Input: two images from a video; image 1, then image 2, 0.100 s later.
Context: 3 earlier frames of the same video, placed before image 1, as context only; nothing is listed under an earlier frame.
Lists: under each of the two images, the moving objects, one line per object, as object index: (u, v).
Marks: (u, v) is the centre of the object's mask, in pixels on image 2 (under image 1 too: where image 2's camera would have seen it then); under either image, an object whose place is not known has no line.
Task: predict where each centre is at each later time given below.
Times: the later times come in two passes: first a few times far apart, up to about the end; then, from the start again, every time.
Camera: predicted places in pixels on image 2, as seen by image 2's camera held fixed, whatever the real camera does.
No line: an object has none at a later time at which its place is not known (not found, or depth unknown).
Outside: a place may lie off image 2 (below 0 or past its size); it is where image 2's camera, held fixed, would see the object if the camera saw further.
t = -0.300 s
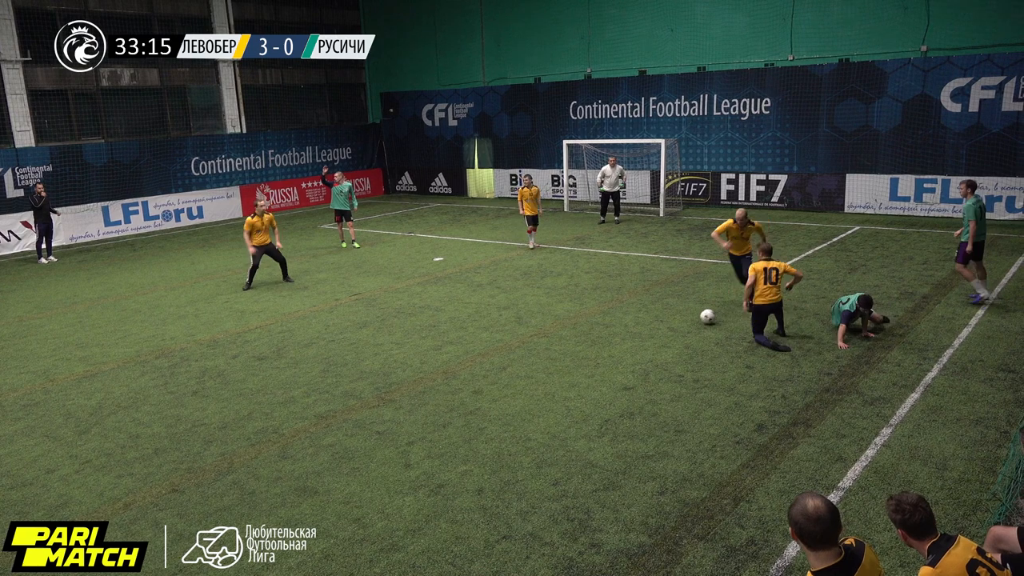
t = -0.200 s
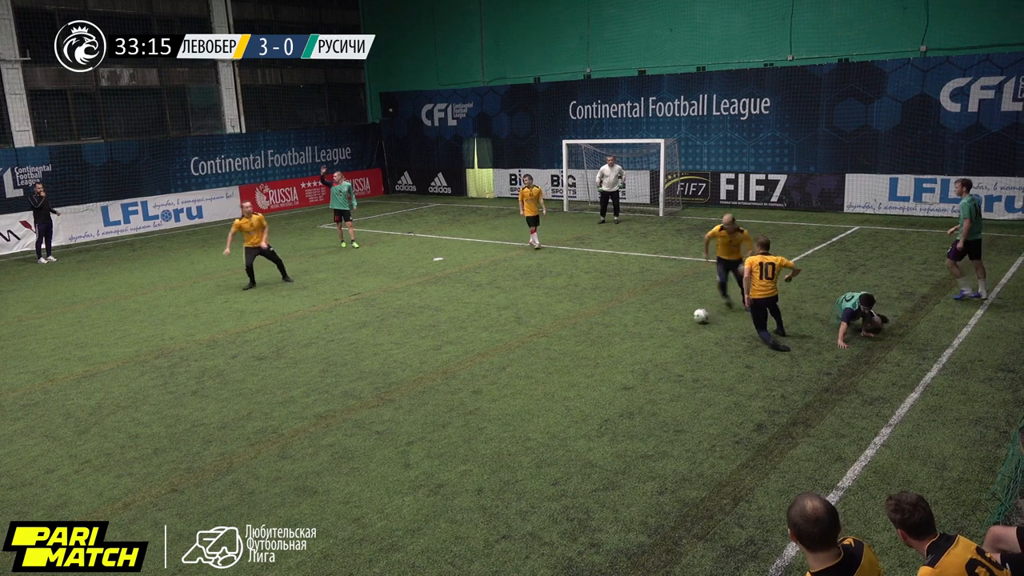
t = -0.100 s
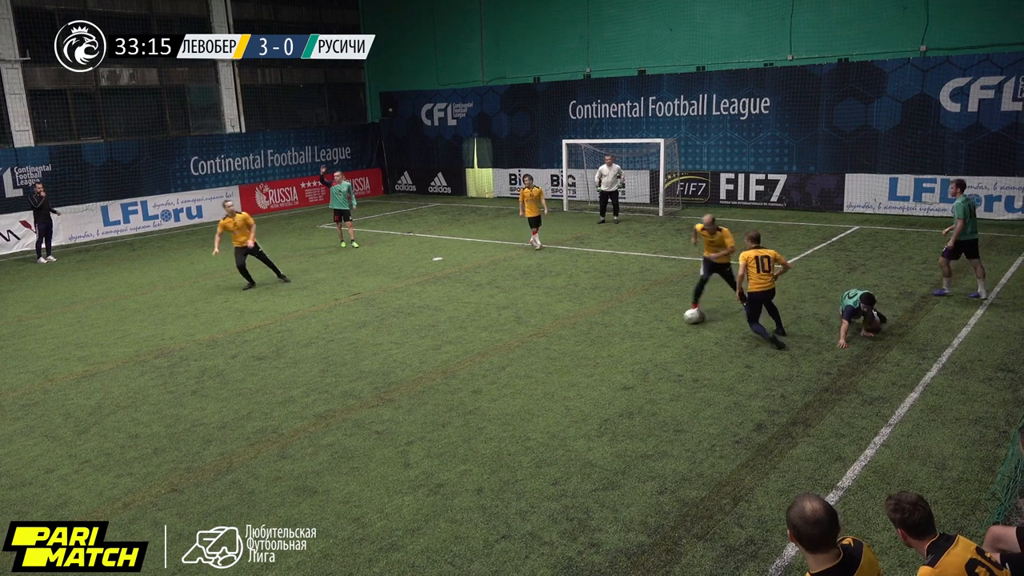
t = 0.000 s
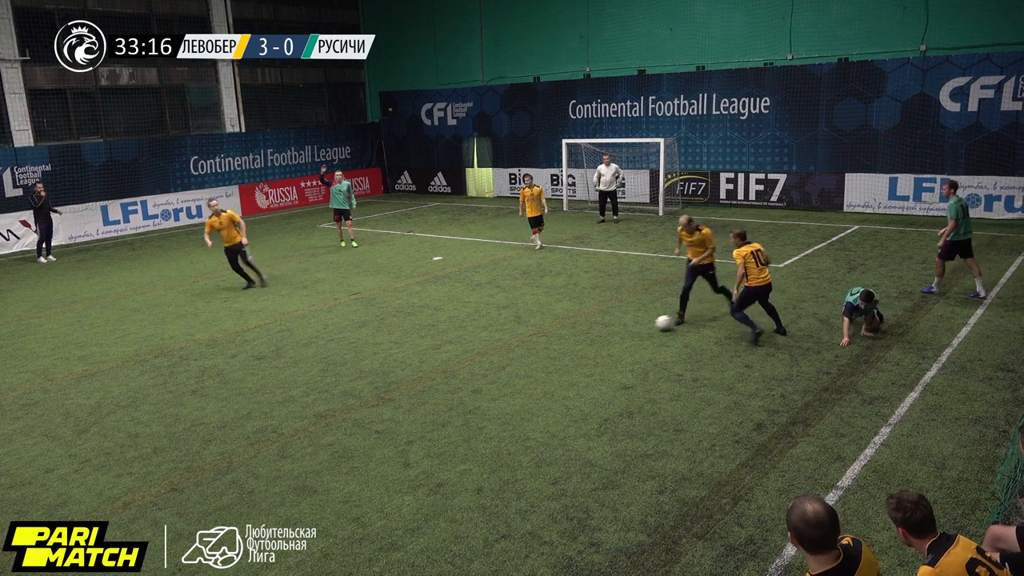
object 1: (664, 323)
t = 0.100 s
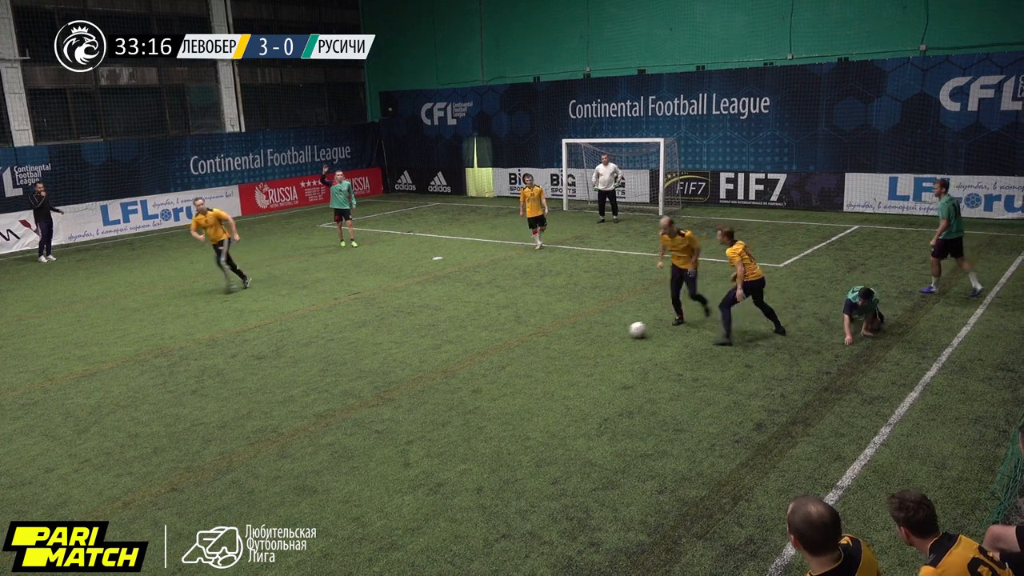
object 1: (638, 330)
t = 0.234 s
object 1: (605, 339)
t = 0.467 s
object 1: (554, 352)
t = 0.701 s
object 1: (500, 366)
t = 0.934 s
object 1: (443, 379)
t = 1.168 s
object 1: (383, 394)
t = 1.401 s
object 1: (321, 410)
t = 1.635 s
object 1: (255, 426)
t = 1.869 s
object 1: (186, 443)
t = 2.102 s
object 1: (114, 461)
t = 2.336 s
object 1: (38, 480)
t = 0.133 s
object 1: (628, 332)
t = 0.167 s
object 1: (621, 334)
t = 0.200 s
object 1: (613, 337)
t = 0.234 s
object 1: (605, 339)
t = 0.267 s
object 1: (598, 341)
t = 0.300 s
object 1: (591, 342)
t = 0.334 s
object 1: (583, 344)
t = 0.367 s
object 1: (576, 346)
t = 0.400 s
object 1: (568, 348)
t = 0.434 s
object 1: (561, 350)
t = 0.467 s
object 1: (554, 352)
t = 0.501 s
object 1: (546, 354)
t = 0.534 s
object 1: (539, 356)
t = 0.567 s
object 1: (531, 358)
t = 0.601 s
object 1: (523, 360)
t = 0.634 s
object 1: (515, 361)
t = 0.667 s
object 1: (508, 364)
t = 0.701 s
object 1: (500, 366)
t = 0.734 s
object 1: (492, 367)
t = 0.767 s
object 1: (484, 369)
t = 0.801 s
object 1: (475, 372)
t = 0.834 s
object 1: (467, 373)
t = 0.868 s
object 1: (459, 375)
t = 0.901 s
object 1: (451, 378)
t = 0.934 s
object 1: (443, 379)
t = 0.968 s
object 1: (434, 382)
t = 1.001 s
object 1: (426, 383)
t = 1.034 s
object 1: (418, 386)
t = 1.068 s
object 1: (409, 388)
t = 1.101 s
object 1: (400, 390)
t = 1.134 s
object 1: (392, 392)
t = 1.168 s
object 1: (383, 394)
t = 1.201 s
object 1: (374, 396)
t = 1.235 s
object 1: (366, 398)
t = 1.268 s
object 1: (357, 401)
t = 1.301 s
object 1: (348, 403)
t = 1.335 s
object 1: (339, 405)
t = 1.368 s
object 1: (330, 407)
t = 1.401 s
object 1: (321, 410)
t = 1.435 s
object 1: (311, 412)
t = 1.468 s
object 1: (302, 414)
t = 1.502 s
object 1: (293, 417)
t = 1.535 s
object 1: (284, 419)
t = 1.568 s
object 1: (274, 421)
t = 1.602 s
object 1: (265, 423)
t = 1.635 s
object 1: (255, 426)
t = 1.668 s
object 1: (246, 428)
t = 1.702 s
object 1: (236, 431)
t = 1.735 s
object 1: (226, 434)
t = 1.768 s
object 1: (216, 436)
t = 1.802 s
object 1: (206, 438)
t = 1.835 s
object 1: (196, 440)
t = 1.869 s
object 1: (186, 443)
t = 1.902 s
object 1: (176, 445)
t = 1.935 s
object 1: (166, 448)
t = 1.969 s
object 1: (156, 450)
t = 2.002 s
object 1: (145, 453)
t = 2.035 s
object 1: (135, 456)
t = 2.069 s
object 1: (124, 458)
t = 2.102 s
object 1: (114, 461)
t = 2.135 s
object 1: (103, 464)
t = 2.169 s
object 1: (93, 466)
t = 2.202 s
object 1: (82, 470)
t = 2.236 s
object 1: (71, 472)
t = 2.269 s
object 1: (61, 475)
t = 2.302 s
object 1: (49, 478)
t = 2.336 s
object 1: (38, 480)
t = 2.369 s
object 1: (27, 483)
